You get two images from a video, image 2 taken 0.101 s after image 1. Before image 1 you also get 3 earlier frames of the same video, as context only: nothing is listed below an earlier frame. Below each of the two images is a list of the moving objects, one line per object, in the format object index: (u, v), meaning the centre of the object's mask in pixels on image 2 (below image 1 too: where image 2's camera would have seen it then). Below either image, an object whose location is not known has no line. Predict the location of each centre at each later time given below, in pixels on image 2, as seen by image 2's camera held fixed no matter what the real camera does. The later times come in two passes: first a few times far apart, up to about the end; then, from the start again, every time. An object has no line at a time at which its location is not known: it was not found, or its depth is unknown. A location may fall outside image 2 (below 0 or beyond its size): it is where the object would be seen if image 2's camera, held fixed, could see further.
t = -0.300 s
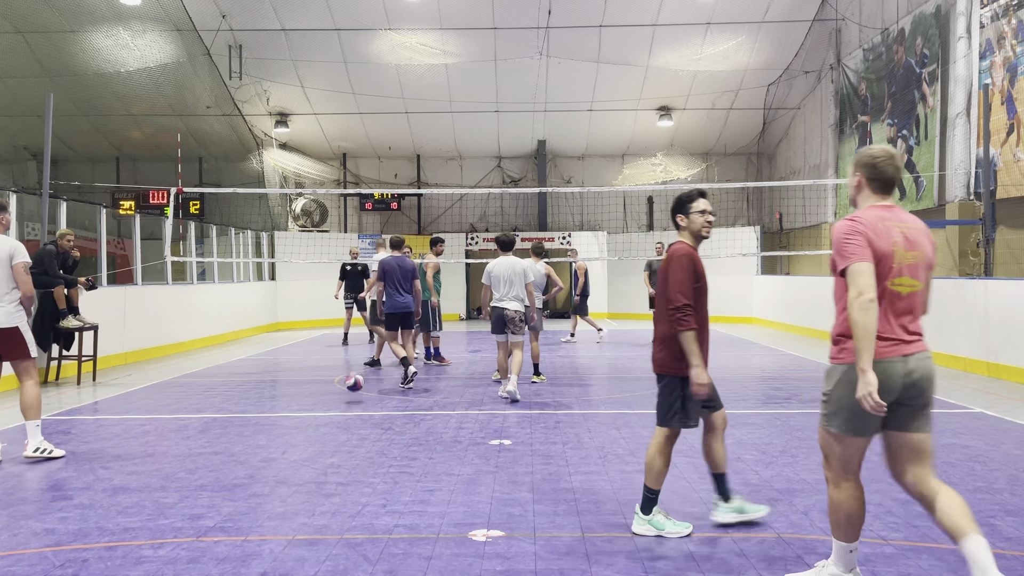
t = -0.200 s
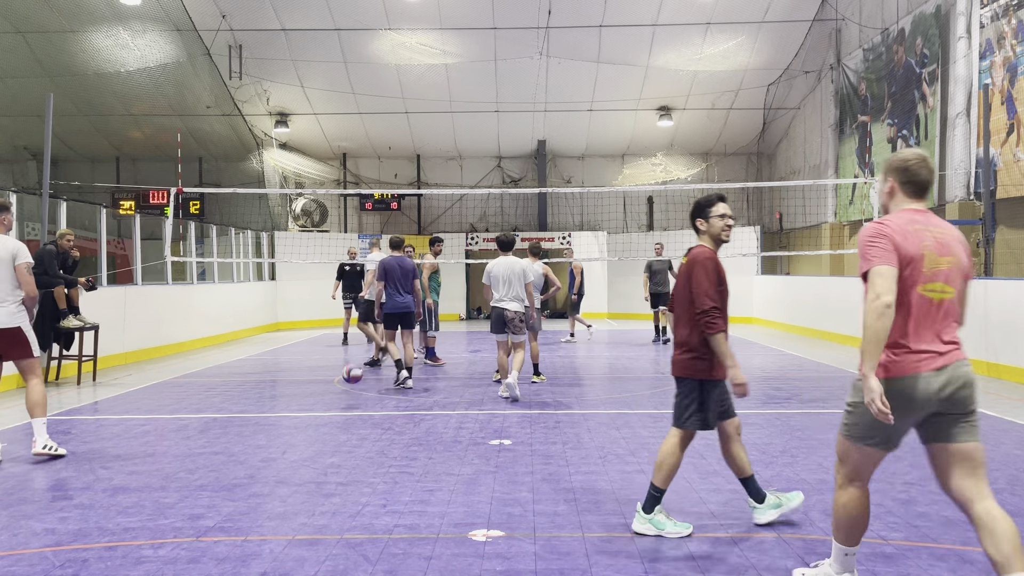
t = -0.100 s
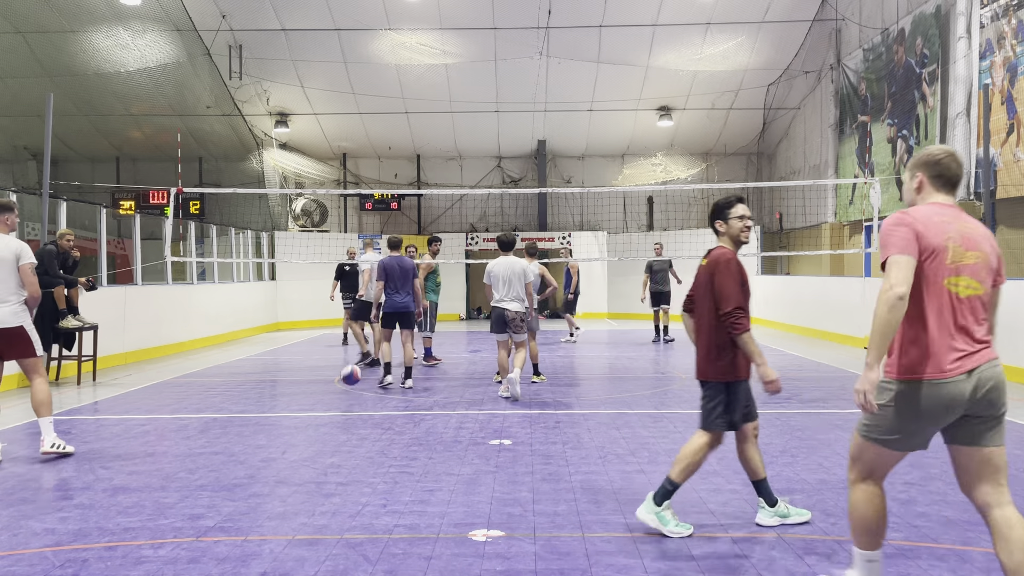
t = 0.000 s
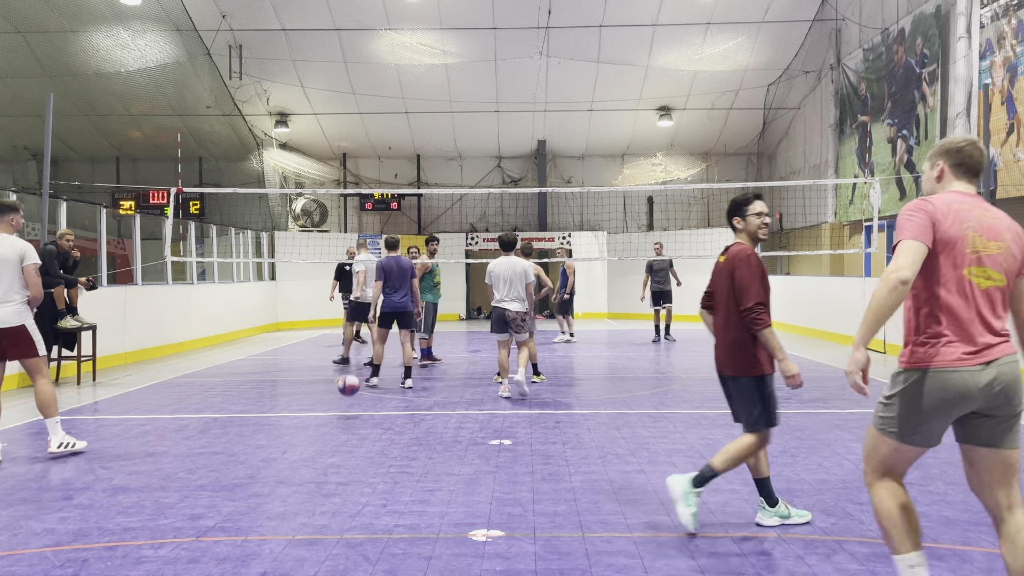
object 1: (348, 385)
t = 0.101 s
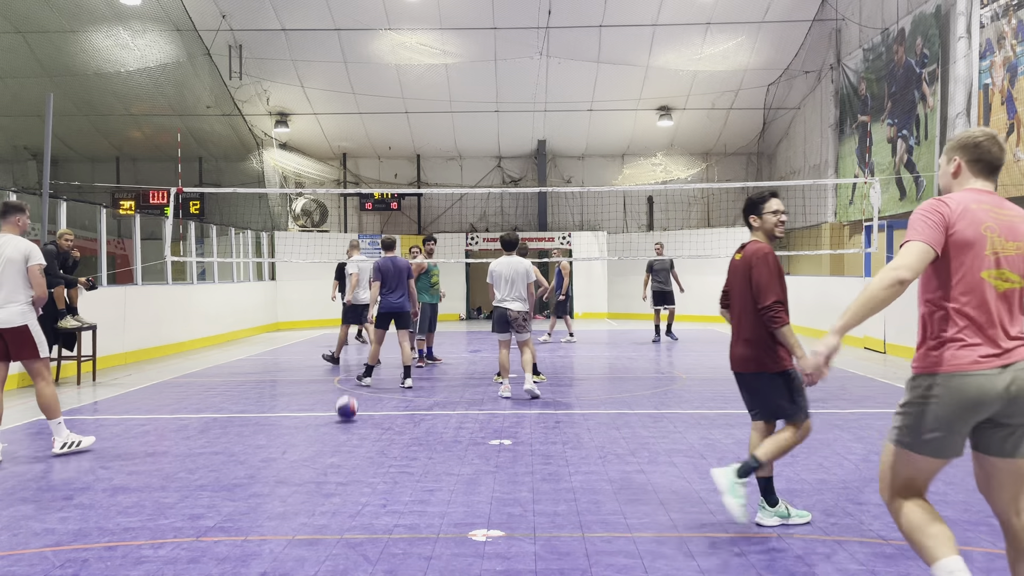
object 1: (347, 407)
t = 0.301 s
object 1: (341, 401)
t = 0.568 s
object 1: (332, 428)
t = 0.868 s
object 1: (316, 457)
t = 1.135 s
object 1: (299, 485)
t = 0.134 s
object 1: (346, 408)
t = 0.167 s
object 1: (345, 404)
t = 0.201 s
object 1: (344, 400)
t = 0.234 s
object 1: (343, 400)
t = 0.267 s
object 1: (342, 400)
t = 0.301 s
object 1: (341, 401)
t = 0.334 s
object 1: (340, 403)
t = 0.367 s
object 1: (338, 407)
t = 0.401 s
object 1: (338, 411)
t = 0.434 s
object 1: (337, 418)
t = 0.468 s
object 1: (336, 427)
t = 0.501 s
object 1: (335, 433)
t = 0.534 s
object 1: (333, 429)
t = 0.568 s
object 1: (332, 428)
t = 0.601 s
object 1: (330, 426)
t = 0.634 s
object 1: (328, 426)
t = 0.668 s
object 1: (327, 429)
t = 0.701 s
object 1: (325, 434)
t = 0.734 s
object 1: (323, 437)
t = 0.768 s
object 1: (322, 443)
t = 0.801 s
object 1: (320, 453)
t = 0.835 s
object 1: (318, 459)
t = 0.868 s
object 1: (316, 457)
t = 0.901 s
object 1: (314, 458)
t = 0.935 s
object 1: (312, 459)
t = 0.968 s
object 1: (310, 462)
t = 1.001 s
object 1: (308, 467)
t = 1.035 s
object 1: (305, 474)
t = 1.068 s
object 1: (303, 483)
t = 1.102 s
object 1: (301, 485)
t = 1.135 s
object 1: (299, 485)
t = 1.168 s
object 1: (296, 488)
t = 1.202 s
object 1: (293, 492)
